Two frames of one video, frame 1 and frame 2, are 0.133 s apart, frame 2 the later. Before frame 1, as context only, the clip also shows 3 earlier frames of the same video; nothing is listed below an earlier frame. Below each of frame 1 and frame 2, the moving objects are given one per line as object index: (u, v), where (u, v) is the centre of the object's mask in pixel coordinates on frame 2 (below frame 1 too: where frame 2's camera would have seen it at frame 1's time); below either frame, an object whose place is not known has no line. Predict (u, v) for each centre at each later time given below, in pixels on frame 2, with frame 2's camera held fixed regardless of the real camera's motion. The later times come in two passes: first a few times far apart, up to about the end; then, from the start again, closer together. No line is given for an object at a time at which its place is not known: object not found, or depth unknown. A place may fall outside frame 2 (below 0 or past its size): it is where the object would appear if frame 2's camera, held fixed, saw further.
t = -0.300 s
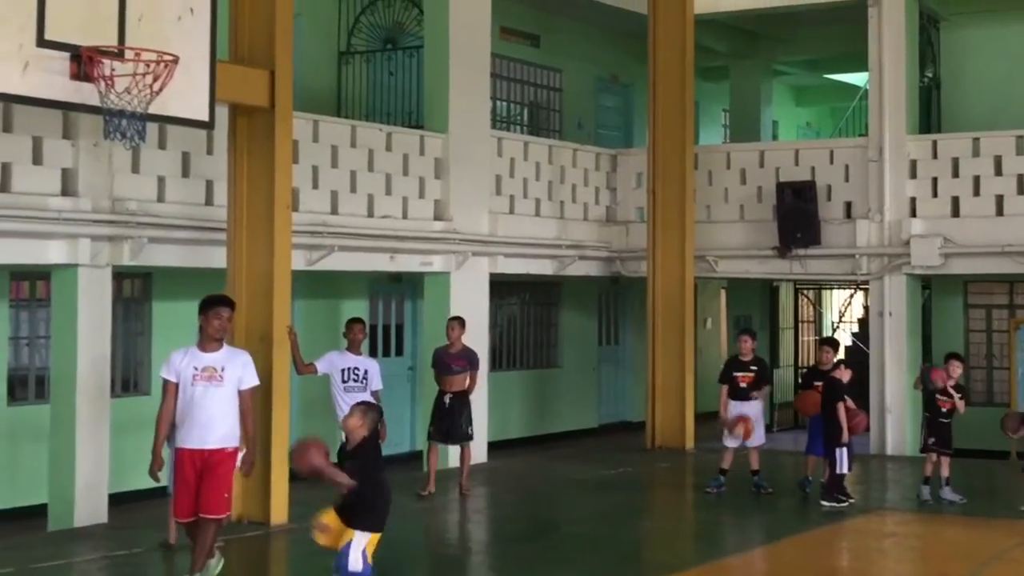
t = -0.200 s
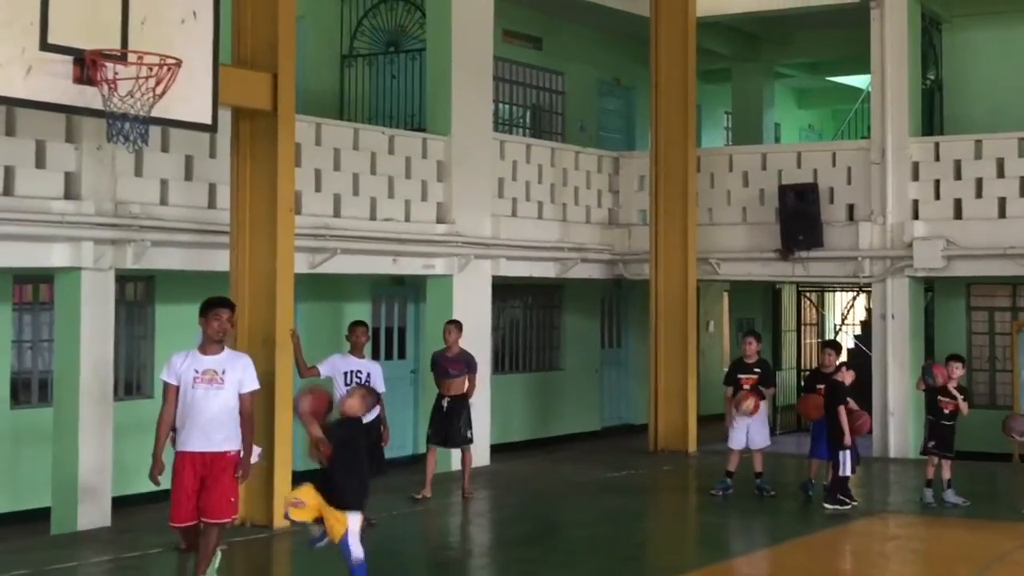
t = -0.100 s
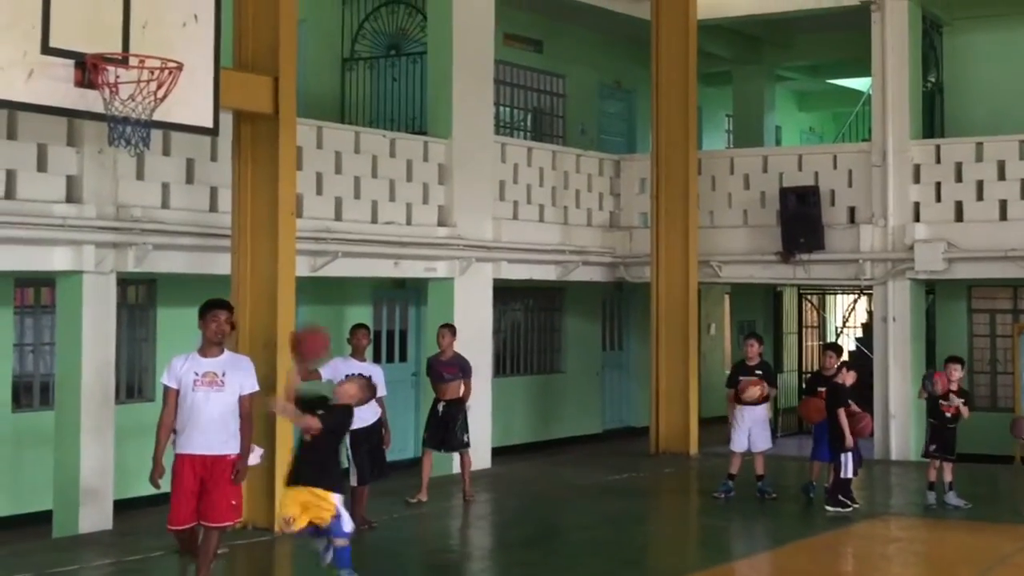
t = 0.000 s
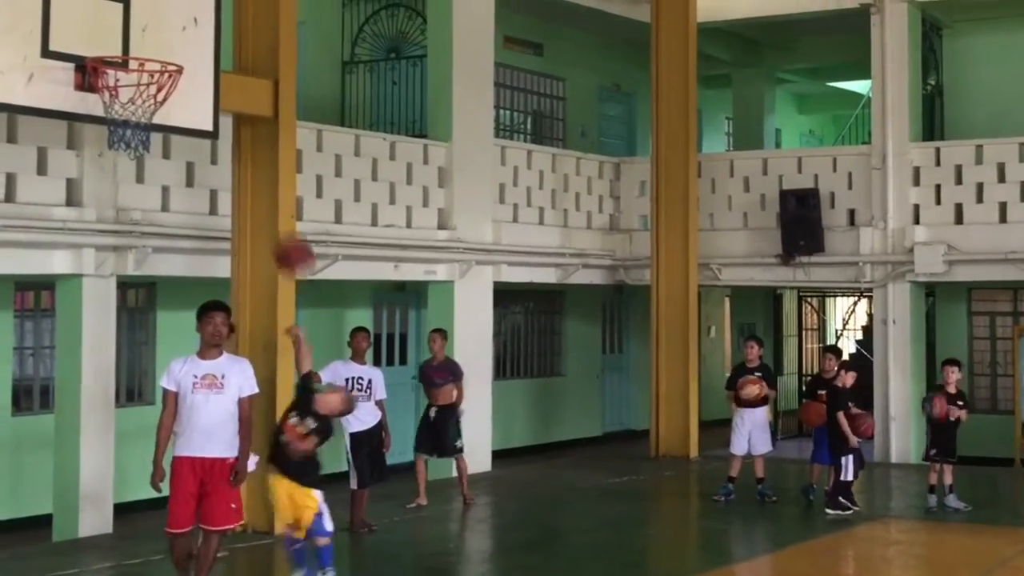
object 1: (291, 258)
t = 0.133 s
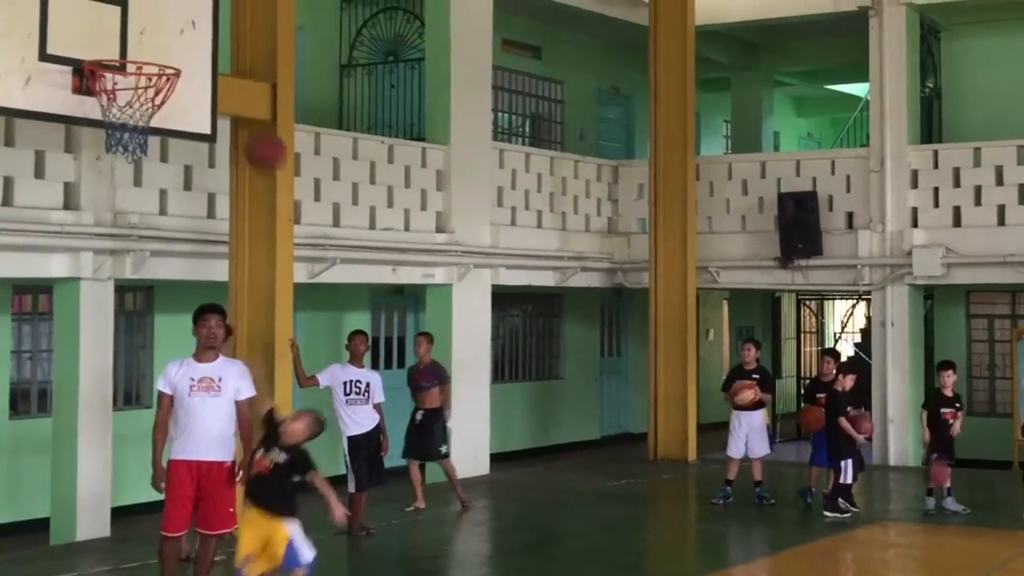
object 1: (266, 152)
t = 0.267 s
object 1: (239, 74)
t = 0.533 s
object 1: (181, 9)
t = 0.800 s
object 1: (124, 58)
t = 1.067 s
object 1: (146, 103)
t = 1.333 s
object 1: (158, 155)
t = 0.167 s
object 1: (259, 131)
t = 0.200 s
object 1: (253, 110)
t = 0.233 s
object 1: (246, 91)
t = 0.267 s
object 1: (239, 74)
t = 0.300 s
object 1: (232, 60)
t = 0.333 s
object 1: (224, 47)
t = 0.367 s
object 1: (217, 36)
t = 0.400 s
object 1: (210, 26)
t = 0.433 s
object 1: (202, 18)
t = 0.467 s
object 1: (194, 13)
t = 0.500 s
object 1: (188, 10)
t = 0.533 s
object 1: (181, 9)
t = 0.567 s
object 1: (173, 9)
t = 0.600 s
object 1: (167, 10)
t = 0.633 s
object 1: (159, 13)
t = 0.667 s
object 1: (151, 20)
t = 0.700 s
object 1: (144, 27)
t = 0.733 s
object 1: (137, 37)
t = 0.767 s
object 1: (129, 47)
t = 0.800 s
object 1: (124, 58)
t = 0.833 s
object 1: (124, 57)
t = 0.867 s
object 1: (126, 58)
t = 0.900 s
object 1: (126, 61)
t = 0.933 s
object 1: (128, 67)
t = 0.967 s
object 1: (131, 74)
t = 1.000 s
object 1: (136, 83)
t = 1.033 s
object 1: (141, 93)
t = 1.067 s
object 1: (146, 103)
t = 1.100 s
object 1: (150, 110)
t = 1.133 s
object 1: (154, 114)
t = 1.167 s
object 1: (157, 118)
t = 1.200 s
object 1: (160, 122)
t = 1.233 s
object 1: (160, 128)
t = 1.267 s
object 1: (161, 136)
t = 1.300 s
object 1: (159, 145)
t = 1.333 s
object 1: (158, 155)
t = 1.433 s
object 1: (157, 198)
